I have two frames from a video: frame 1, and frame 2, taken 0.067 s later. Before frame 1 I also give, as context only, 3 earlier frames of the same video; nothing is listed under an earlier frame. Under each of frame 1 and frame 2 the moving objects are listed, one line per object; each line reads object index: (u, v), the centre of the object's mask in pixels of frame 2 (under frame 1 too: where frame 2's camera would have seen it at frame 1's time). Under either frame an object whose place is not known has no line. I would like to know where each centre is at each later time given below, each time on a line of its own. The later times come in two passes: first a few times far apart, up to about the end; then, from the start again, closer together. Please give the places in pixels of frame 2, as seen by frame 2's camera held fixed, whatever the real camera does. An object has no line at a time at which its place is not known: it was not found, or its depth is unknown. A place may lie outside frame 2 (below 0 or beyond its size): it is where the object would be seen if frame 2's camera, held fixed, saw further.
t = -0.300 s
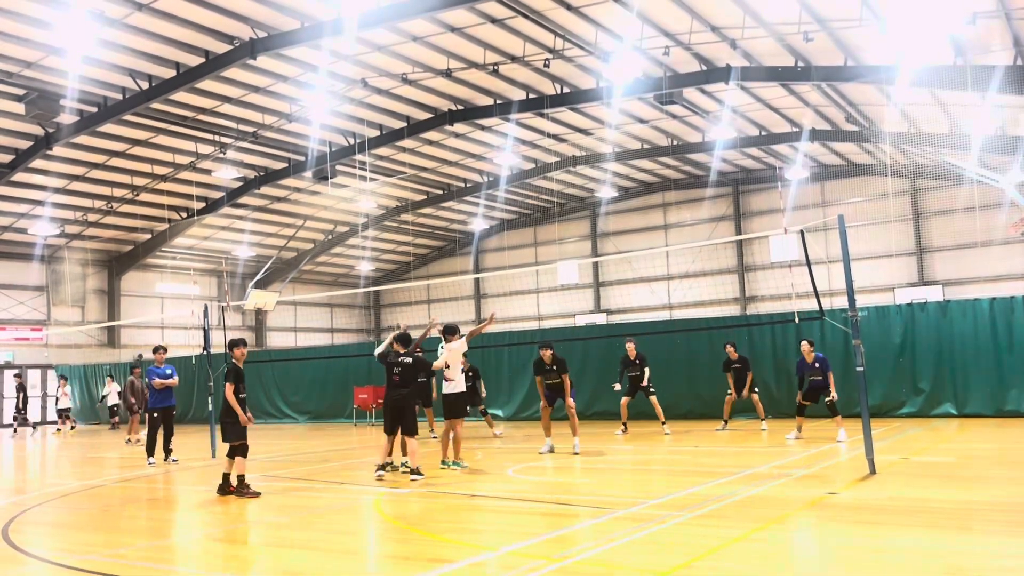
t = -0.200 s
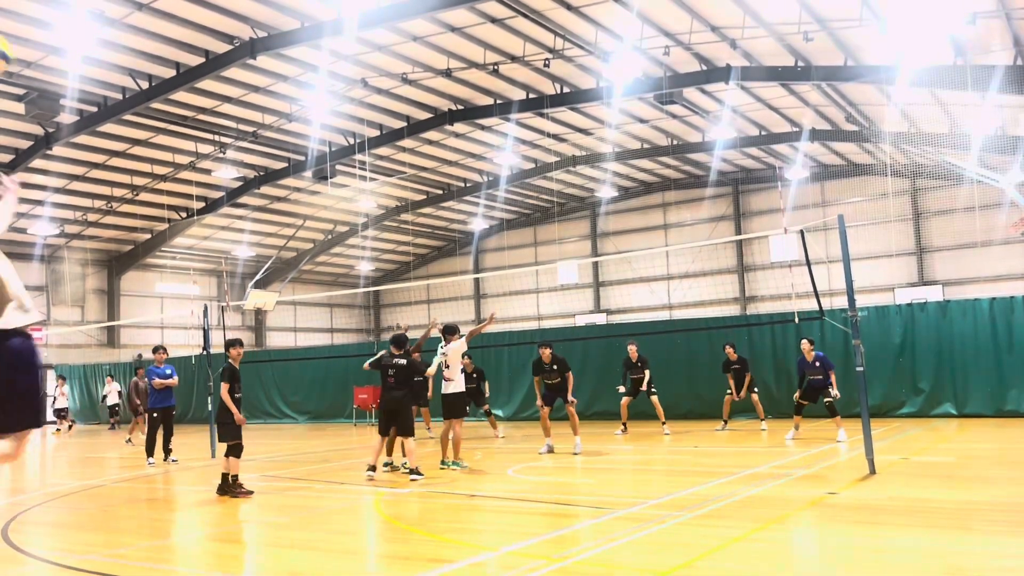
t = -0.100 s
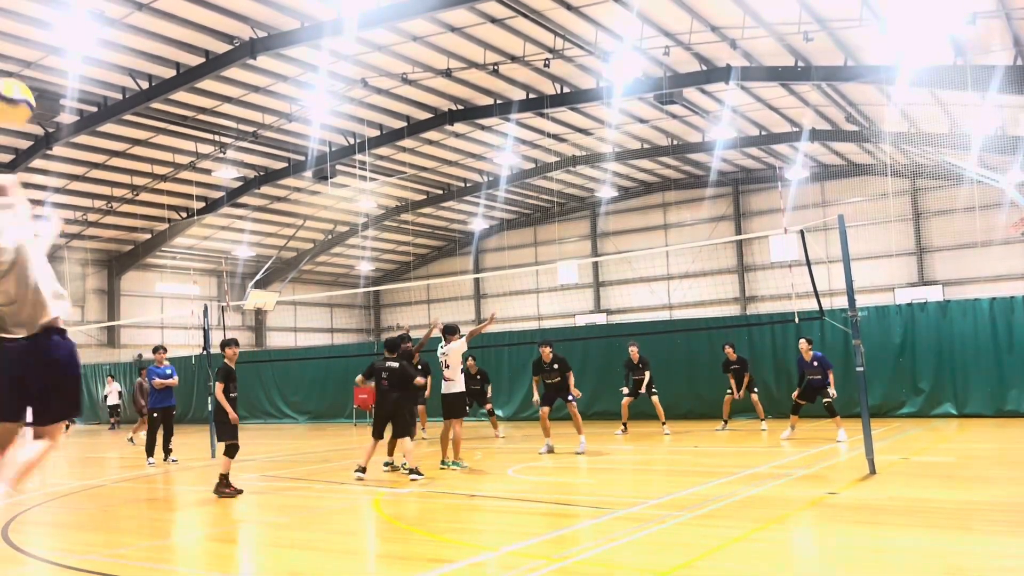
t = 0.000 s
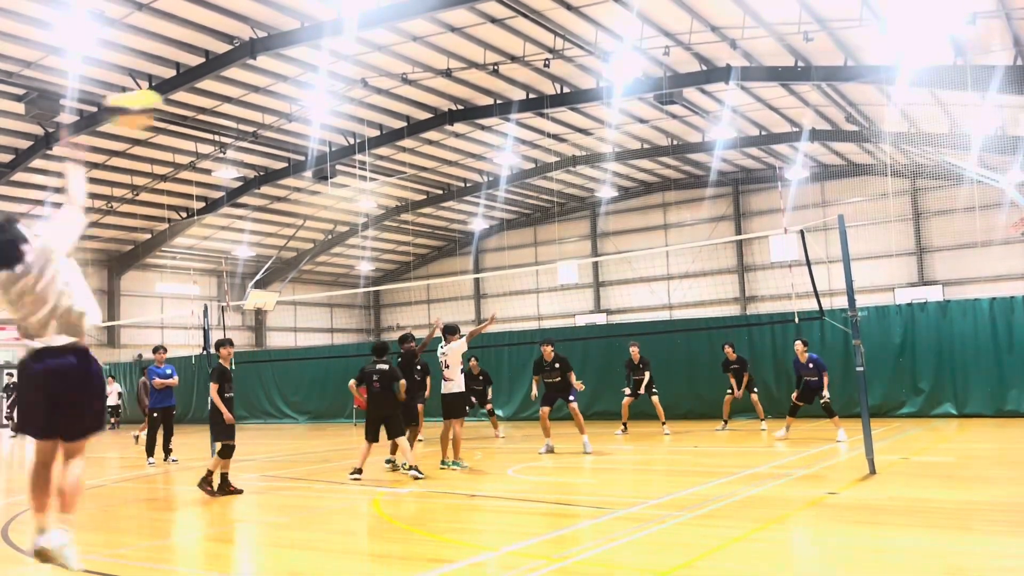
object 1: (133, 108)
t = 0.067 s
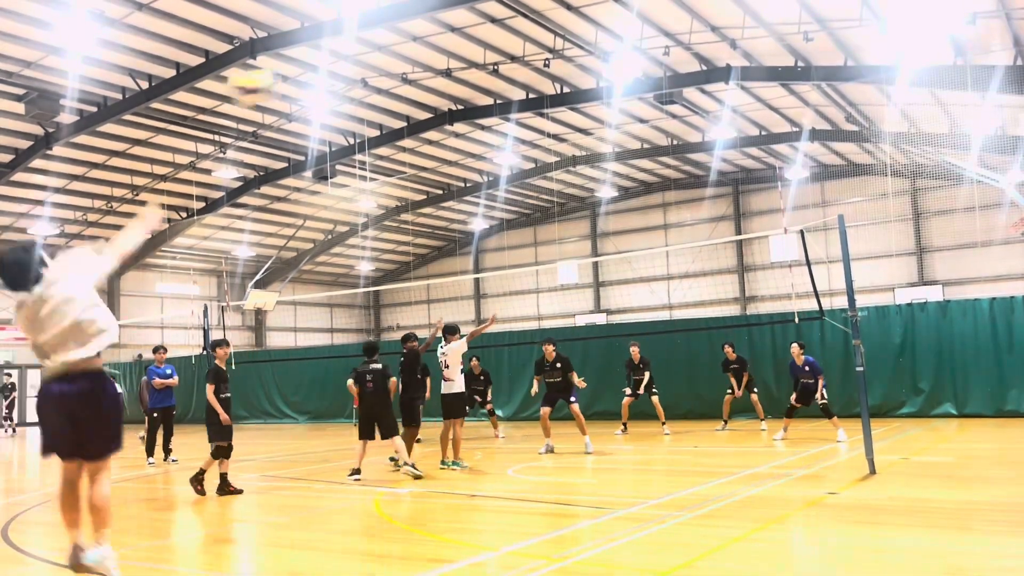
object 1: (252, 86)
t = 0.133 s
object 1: (352, 72)
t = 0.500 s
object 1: (658, 107)
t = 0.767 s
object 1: (776, 175)
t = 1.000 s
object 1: (857, 255)
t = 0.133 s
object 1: (352, 72)
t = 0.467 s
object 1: (640, 99)
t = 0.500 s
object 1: (658, 107)
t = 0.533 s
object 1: (674, 113)
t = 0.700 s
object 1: (752, 152)
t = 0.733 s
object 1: (766, 164)
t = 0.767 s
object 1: (776, 175)
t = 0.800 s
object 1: (788, 182)
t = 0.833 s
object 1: (802, 195)
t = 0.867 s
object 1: (811, 206)
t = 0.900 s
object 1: (824, 219)
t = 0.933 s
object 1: (832, 232)
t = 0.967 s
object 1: (850, 244)
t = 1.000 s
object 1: (857, 255)
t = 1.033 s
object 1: (864, 266)
